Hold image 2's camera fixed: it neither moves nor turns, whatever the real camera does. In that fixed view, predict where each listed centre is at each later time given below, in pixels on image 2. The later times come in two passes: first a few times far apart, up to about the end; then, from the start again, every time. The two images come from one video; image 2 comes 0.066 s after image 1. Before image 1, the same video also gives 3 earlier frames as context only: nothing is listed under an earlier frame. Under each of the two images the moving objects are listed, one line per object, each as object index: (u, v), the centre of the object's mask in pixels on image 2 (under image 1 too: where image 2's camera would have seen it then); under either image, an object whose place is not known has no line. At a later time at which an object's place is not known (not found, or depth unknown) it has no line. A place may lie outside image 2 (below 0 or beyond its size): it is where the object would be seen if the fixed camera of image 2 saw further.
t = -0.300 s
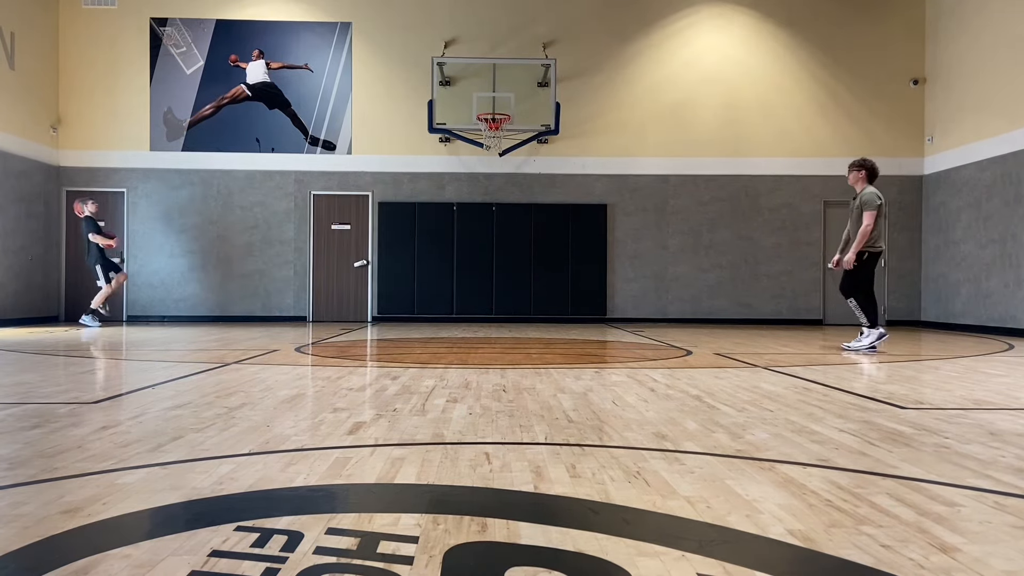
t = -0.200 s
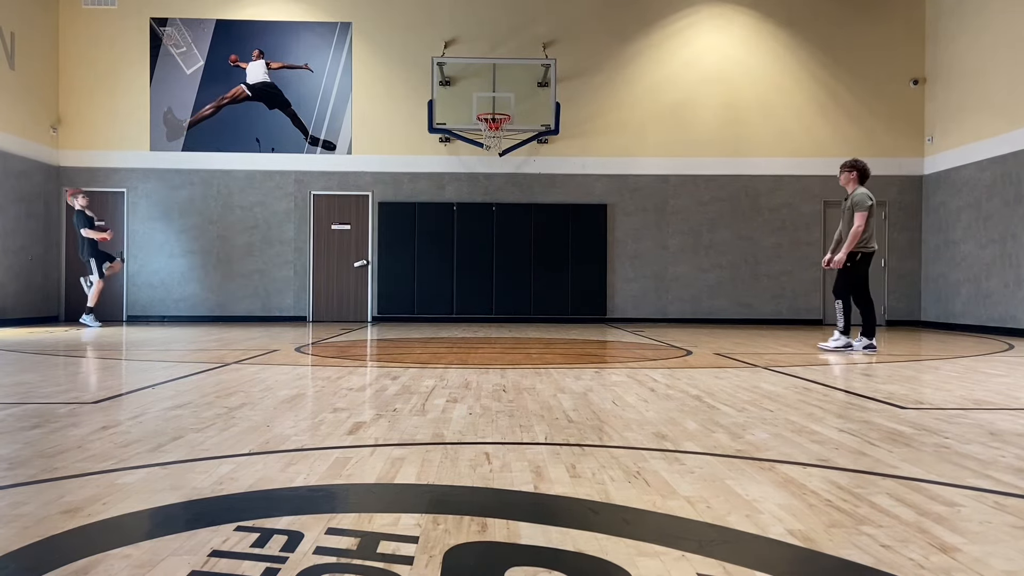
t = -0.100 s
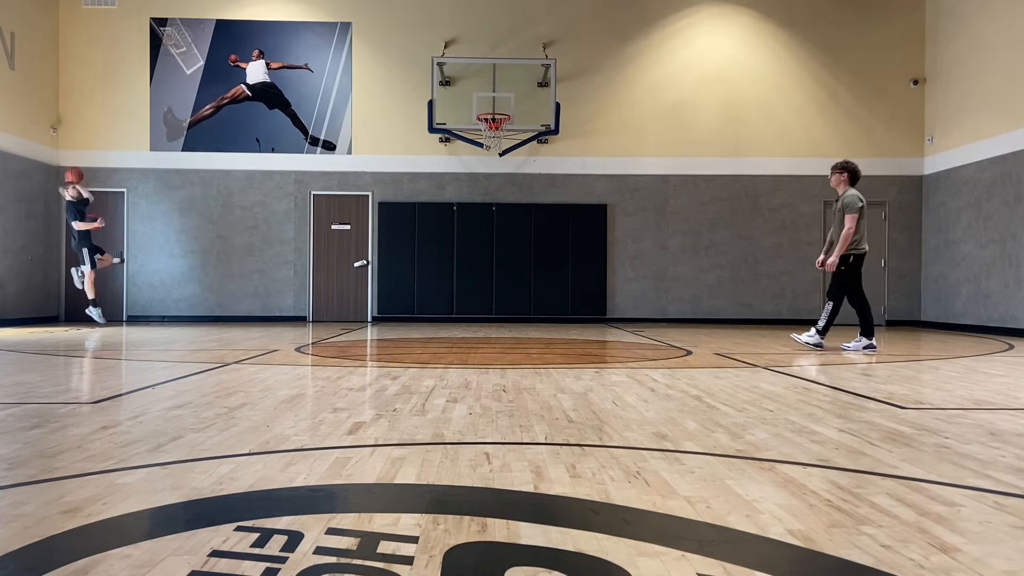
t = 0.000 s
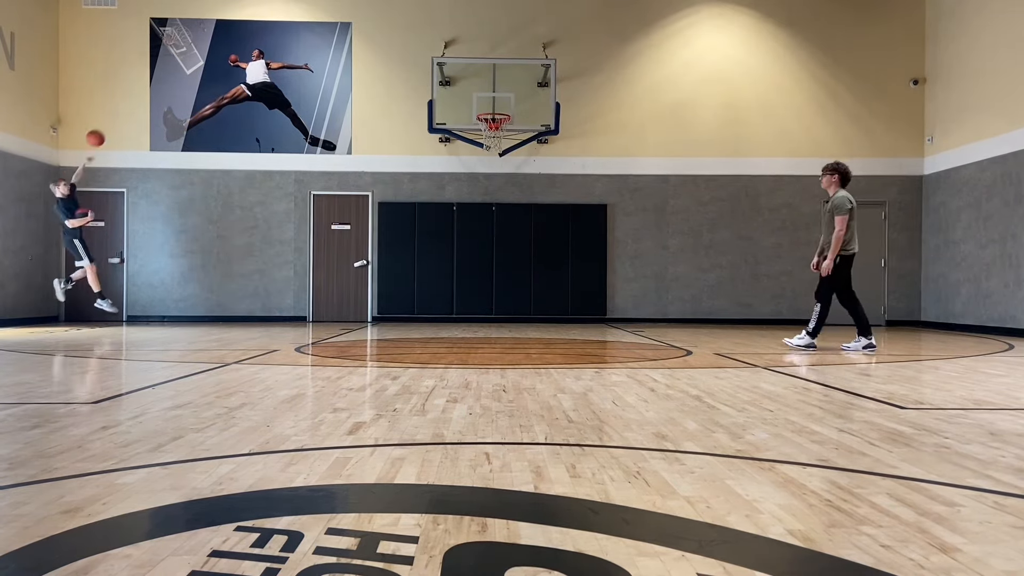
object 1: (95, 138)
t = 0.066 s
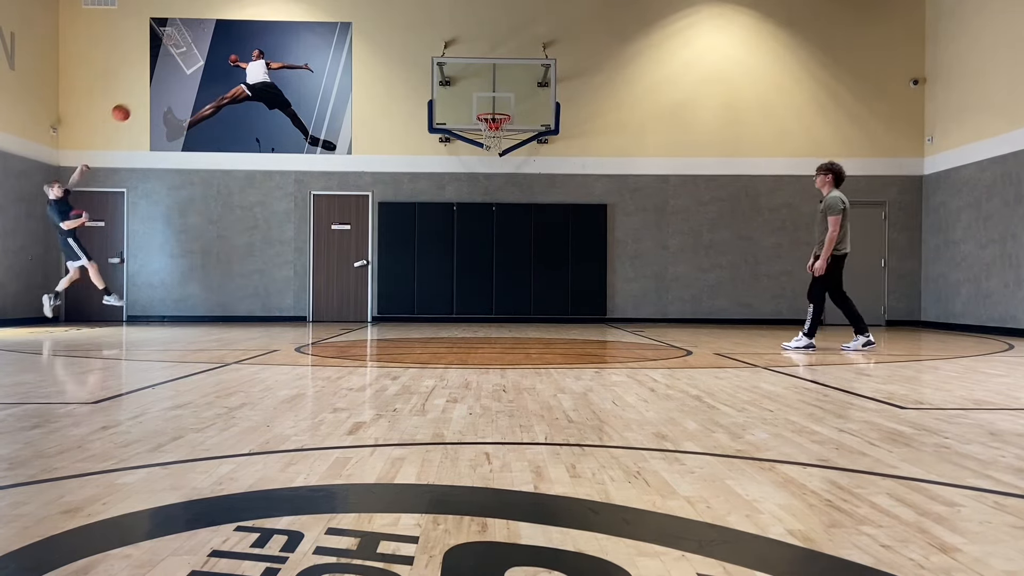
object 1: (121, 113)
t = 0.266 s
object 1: (196, 55)
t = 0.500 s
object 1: (279, 22)
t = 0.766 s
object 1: (372, 28)
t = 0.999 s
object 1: (451, 71)
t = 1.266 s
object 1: (491, 141)
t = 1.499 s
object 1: (467, 183)
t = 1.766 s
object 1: (437, 284)
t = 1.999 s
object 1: (412, 267)
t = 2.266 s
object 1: (382, 209)
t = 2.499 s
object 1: (354, 203)
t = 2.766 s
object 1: (323, 245)
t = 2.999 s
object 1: (297, 322)
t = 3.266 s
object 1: (267, 259)
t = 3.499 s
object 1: (240, 249)
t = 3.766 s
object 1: (209, 288)
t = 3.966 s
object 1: (186, 305)
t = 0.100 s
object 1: (133, 101)
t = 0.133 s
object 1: (146, 90)
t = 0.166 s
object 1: (158, 81)
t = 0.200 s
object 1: (171, 72)
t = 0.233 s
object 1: (183, 63)
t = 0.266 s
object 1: (196, 55)
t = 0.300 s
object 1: (208, 48)
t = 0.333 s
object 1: (220, 42)
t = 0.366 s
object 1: (232, 36)
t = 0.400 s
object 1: (244, 31)
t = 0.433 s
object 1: (256, 28)
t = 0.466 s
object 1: (267, 25)
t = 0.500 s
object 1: (279, 22)
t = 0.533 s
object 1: (291, 21)
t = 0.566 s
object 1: (303, 19)
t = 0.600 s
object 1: (315, 19)
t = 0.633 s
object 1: (326, 19)
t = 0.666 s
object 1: (338, 20)
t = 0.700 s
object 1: (349, 22)
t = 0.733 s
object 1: (361, 25)
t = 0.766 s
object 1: (372, 28)
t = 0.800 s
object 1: (383, 32)
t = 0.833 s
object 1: (394, 37)
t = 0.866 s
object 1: (406, 42)
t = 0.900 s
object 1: (417, 48)
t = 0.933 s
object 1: (428, 55)
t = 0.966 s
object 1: (440, 63)
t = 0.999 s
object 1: (451, 71)
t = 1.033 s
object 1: (462, 80)
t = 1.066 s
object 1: (473, 90)
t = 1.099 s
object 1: (484, 101)
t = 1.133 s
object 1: (496, 111)
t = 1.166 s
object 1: (498, 122)
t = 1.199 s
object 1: (498, 127)
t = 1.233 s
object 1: (495, 138)
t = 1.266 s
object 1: (491, 141)
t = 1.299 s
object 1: (488, 143)
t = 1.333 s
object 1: (484, 148)
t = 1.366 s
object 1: (481, 153)
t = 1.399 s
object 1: (477, 159)
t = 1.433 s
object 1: (474, 166)
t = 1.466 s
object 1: (470, 174)
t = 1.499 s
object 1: (467, 183)
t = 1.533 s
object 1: (463, 193)
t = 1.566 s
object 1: (459, 203)
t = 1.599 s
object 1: (455, 214)
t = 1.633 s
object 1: (452, 226)
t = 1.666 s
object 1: (448, 239)
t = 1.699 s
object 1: (445, 253)
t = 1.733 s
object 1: (441, 268)
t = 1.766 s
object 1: (437, 284)
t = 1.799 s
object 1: (434, 300)
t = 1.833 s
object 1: (430, 317)
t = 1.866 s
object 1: (426, 315)
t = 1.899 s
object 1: (423, 303)
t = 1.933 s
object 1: (419, 290)
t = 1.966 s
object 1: (416, 278)
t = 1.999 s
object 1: (412, 267)
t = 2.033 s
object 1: (408, 257)
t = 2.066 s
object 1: (404, 248)
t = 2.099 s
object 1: (400, 239)
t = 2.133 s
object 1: (396, 231)
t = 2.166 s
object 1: (393, 224)
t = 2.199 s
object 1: (389, 218)
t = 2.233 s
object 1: (386, 213)
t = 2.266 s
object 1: (382, 209)
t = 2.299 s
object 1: (378, 206)
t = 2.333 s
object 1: (374, 203)
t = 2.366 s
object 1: (370, 201)
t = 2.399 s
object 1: (366, 200)
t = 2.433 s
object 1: (362, 200)
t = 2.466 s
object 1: (358, 201)
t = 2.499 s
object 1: (354, 203)
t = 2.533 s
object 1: (351, 205)
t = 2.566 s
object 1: (347, 208)
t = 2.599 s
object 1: (343, 212)
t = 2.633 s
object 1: (339, 216)
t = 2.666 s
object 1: (335, 222)
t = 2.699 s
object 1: (331, 229)
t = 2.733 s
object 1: (327, 237)
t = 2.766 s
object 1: (323, 245)
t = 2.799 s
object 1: (320, 254)
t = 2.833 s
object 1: (316, 264)
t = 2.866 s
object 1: (313, 274)
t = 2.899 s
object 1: (308, 286)
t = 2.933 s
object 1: (304, 299)
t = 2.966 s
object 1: (300, 313)
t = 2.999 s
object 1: (297, 322)
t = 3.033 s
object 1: (293, 312)
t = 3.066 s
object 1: (289, 302)
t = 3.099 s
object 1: (285, 293)
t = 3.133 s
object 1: (282, 284)
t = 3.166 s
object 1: (279, 277)
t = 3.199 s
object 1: (274, 270)
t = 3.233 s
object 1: (271, 264)
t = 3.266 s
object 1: (267, 259)
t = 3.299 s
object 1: (263, 255)
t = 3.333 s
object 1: (259, 252)
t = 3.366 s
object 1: (255, 250)
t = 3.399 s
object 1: (252, 248)
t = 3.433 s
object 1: (248, 247)
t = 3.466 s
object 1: (244, 247)
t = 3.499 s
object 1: (240, 249)
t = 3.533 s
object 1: (237, 250)
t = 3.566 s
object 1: (233, 253)
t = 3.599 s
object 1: (229, 257)
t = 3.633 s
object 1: (225, 261)
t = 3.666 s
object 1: (221, 267)
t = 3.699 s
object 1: (217, 273)
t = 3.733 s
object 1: (213, 280)
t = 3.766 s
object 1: (209, 288)
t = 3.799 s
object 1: (205, 297)
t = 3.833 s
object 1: (201, 306)
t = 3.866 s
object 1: (197, 317)
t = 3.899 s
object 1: (193, 322)
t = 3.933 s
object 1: (190, 314)
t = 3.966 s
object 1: (186, 305)
